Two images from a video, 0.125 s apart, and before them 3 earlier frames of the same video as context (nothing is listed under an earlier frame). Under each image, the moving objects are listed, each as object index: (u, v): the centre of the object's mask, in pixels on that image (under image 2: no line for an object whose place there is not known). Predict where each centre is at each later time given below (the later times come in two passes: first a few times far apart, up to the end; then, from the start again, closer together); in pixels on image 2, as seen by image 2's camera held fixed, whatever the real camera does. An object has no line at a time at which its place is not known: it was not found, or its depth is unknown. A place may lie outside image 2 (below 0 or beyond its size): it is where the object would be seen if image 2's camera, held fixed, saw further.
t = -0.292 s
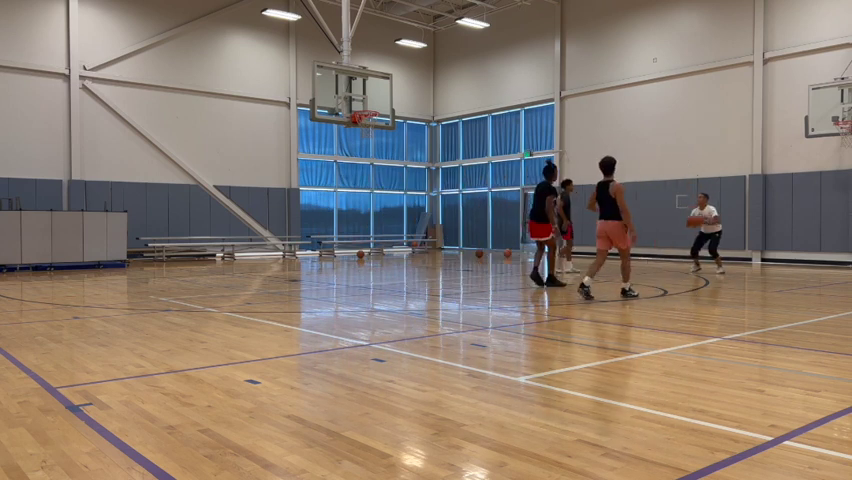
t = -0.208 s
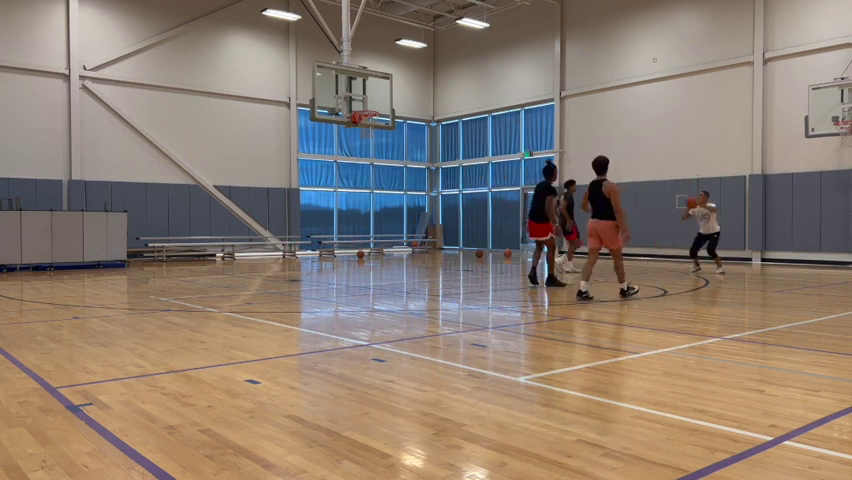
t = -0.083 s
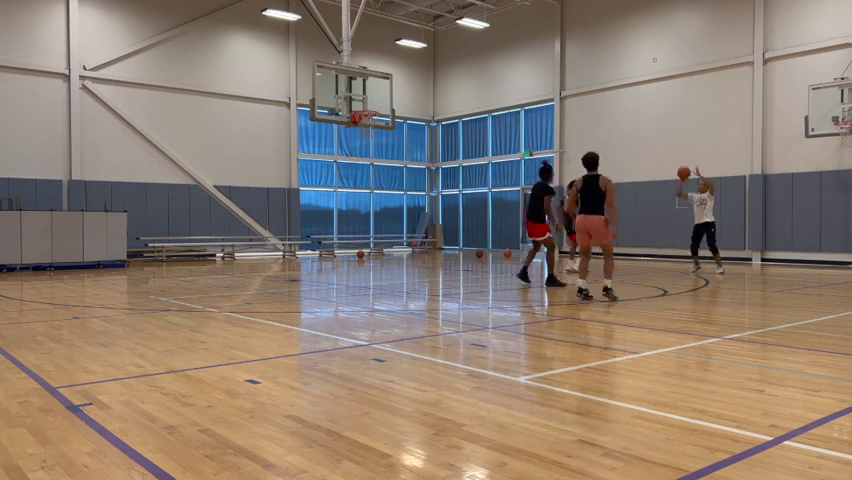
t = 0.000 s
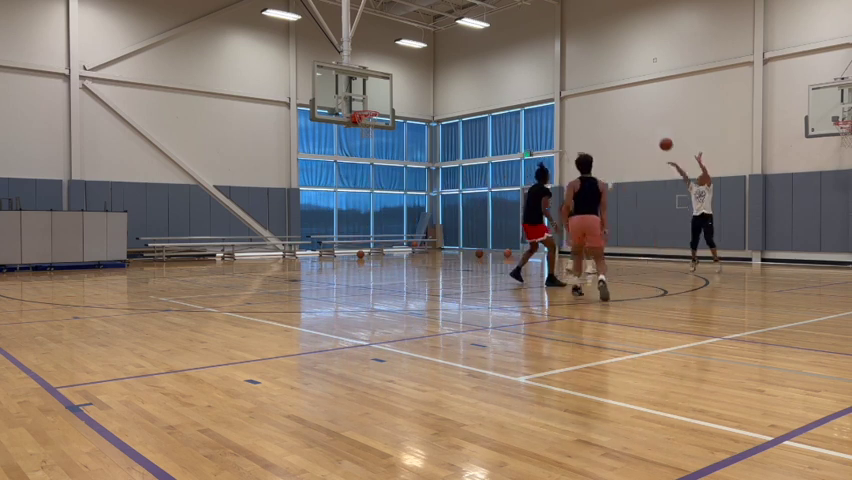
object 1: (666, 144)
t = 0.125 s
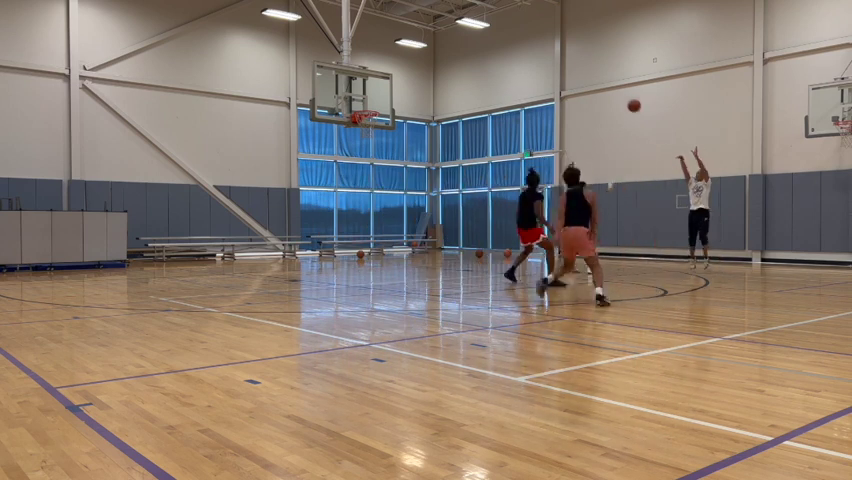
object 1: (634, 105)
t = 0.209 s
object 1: (613, 84)
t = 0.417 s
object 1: (560, 48)
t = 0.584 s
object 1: (519, 36)
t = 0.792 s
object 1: (469, 40)
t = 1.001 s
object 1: (419, 67)
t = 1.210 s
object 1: (373, 105)
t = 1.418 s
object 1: (345, 92)
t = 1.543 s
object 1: (343, 90)
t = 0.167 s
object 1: (623, 94)
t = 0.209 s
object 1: (613, 84)
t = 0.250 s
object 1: (602, 75)
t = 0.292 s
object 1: (592, 67)
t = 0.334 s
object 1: (581, 60)
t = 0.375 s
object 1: (571, 53)
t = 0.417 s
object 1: (560, 48)
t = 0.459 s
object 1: (550, 44)
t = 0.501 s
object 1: (540, 41)
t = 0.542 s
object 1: (530, 38)
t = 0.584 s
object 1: (519, 36)
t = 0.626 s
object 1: (510, 35)
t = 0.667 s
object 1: (500, 35)
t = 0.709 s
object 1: (489, 37)
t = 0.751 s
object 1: (479, 38)
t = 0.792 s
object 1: (469, 40)
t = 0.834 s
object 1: (459, 44)
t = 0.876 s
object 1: (449, 49)
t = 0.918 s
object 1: (439, 54)
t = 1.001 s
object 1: (419, 67)
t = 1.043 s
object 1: (410, 75)
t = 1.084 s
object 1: (400, 84)
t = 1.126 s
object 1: (390, 93)
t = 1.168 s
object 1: (380, 104)
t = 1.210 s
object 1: (373, 105)
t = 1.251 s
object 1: (366, 101)
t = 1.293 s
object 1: (360, 98)
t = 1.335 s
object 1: (355, 96)
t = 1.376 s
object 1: (347, 94)
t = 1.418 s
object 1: (345, 92)
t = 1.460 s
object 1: (344, 91)
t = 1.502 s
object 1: (344, 89)
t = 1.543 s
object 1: (343, 90)
